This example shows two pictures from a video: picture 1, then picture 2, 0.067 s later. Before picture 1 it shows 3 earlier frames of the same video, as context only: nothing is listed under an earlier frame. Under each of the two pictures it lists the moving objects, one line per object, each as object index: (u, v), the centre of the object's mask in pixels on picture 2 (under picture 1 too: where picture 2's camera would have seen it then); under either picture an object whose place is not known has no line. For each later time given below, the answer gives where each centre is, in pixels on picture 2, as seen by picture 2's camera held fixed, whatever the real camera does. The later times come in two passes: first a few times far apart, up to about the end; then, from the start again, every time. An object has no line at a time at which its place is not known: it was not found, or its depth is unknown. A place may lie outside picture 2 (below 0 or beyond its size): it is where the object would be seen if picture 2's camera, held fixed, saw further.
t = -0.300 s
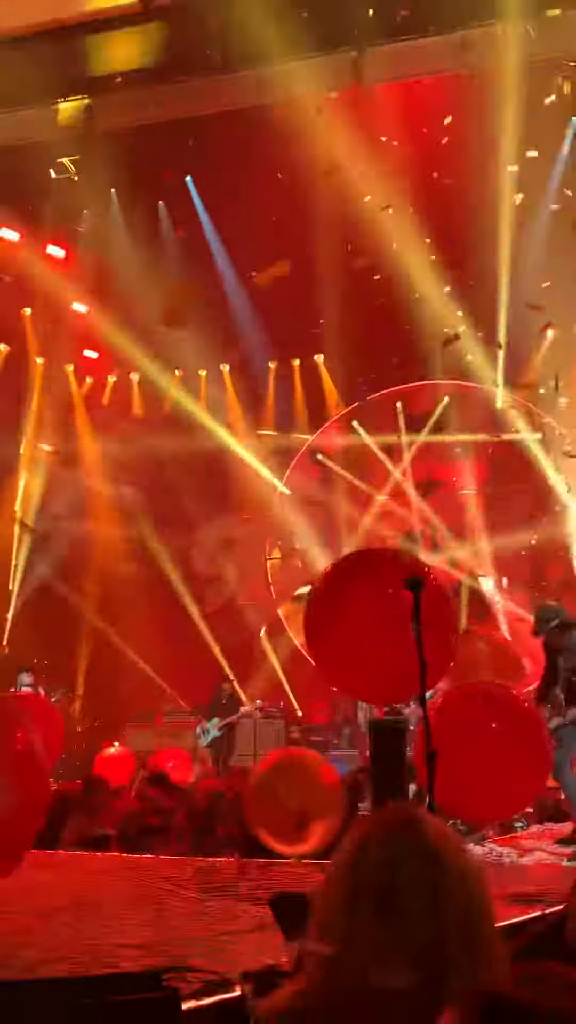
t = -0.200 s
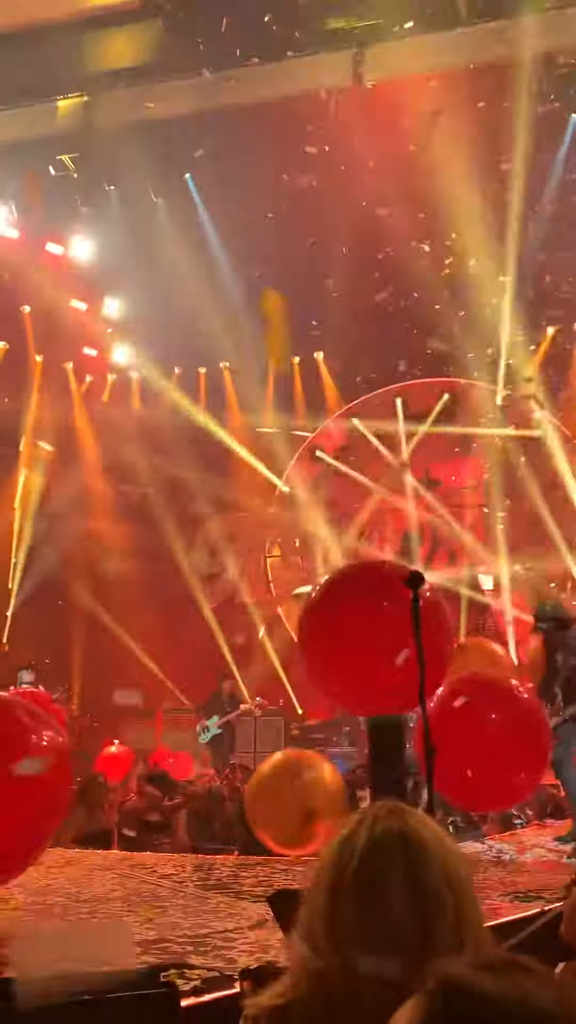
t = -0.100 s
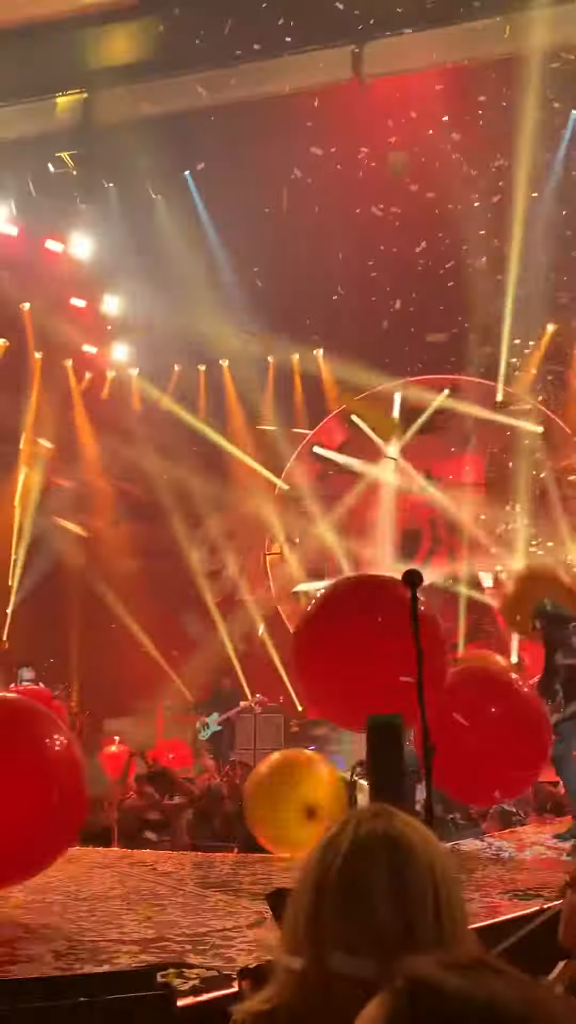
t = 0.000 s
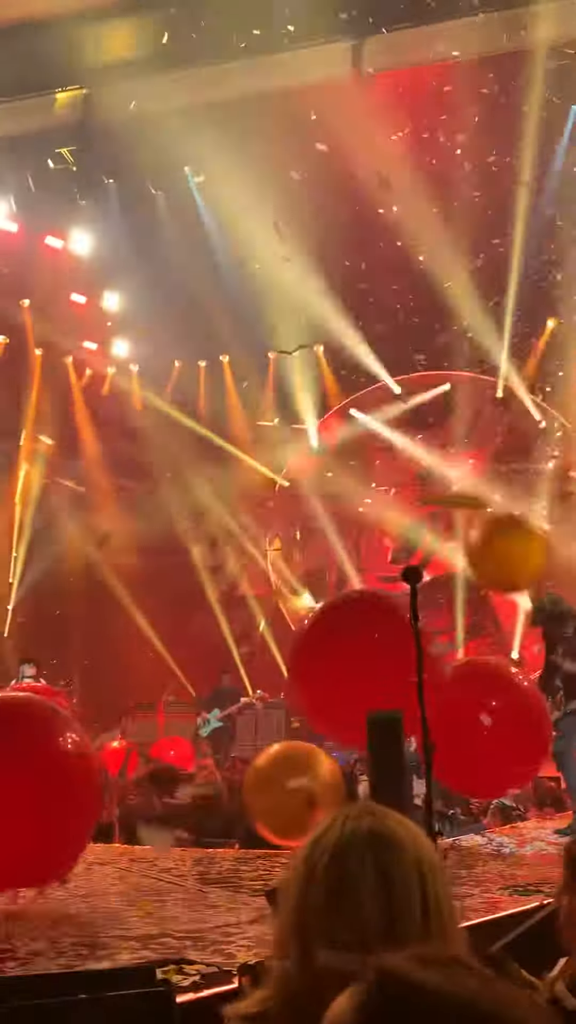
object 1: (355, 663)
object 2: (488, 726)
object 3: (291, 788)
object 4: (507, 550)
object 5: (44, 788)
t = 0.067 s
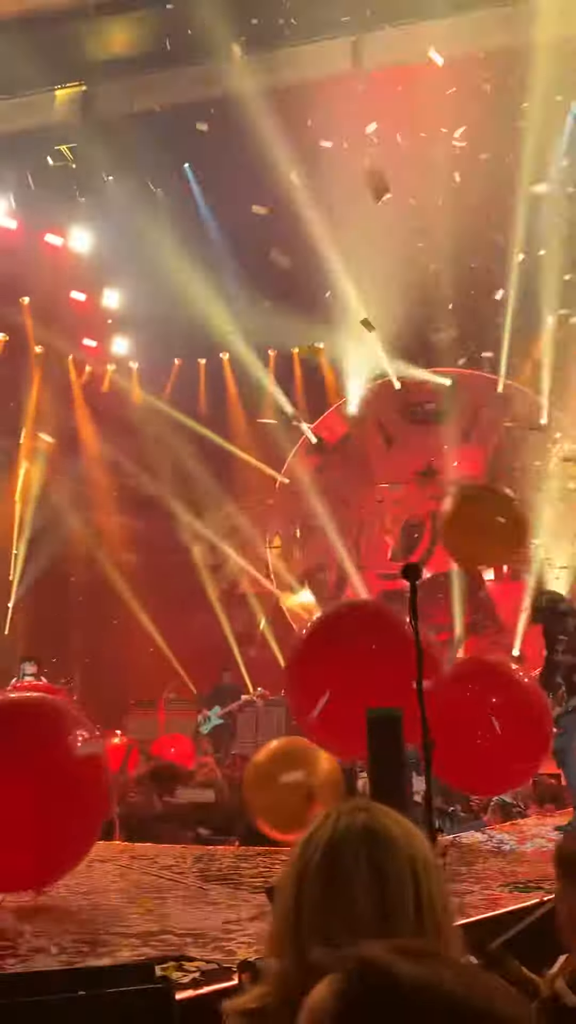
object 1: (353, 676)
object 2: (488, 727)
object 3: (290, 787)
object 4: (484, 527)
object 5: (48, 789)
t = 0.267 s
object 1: (346, 716)
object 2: (488, 731)
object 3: (270, 793)
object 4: (395, 478)
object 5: (61, 803)
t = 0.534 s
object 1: (318, 763)
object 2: (488, 750)
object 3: (259, 801)
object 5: (88, 790)
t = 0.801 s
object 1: (333, 733)
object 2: (484, 782)
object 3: (267, 809)
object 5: (127, 784)
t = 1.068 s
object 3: (281, 801)
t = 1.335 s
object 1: (335, 657)
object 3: (294, 799)
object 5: (196, 788)
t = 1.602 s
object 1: (335, 638)
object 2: (479, 727)
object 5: (225, 785)
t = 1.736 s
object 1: (335, 633)
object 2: (479, 727)
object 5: (239, 791)
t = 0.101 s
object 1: (353, 683)
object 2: (489, 727)
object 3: (287, 787)
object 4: (469, 516)
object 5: (50, 791)
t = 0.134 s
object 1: (351, 690)
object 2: (489, 728)
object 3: (285, 788)
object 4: (454, 505)
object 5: (52, 793)
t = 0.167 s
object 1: (349, 697)
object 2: (490, 729)
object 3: (282, 789)
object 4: (439, 496)
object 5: (54, 795)
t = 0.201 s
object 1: (348, 704)
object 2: (488, 729)
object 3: (277, 791)
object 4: (425, 490)
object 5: (57, 797)
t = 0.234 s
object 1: (347, 711)
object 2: (488, 730)
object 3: (273, 792)
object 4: (411, 483)
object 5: (59, 800)
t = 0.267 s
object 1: (346, 716)
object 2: (488, 731)
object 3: (270, 793)
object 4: (395, 478)
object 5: (61, 803)
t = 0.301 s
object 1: (344, 722)
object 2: (487, 732)
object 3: (269, 794)
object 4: (381, 472)
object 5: (64, 806)
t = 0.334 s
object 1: (343, 727)
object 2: (488, 734)
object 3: (266, 796)
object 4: (364, 469)
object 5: (67, 807)
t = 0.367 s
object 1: (341, 733)
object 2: (487, 735)
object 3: (265, 798)
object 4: (351, 464)
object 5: (69, 804)
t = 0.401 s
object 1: (338, 740)
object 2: (488, 737)
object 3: (263, 800)
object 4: (336, 461)
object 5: (72, 800)
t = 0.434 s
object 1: (324, 743)
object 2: (487, 740)
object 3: (262, 802)
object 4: (322, 460)
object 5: (75, 797)
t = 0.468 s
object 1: (321, 749)
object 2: (487, 743)
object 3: (261, 803)
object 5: (80, 794)
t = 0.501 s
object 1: (319, 756)
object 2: (487, 746)
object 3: (261, 804)
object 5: (84, 792)
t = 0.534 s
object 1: (318, 763)
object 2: (488, 750)
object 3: (259, 801)
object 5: (88, 790)
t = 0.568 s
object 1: (317, 766)
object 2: (487, 755)
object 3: (259, 800)
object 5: (93, 788)
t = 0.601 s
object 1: (317, 764)
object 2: (487, 759)
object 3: (259, 802)
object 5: (99, 787)
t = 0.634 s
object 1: (317, 760)
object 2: (487, 763)
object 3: (260, 804)
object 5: (103, 786)
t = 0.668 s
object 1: (319, 753)
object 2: (488, 767)
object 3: (261, 807)
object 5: (107, 785)
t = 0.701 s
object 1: (331, 748)
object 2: (486, 773)
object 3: (262, 809)
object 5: (112, 784)
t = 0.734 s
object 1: (333, 742)
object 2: (485, 779)
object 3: (265, 810)
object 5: (118, 784)
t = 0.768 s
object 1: (332, 738)
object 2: (484, 782)
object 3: (266, 810)
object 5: (121, 783)
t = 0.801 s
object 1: (333, 733)
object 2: (484, 782)
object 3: (267, 809)
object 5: (127, 784)
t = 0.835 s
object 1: (334, 726)
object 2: (488, 792)
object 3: (270, 808)
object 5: (131, 784)
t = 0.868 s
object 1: (328, 718)
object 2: (488, 793)
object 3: (272, 807)
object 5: (137, 783)
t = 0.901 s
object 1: (329, 713)
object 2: (489, 791)
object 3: (274, 806)
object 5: (142, 783)
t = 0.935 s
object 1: (330, 707)
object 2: (489, 786)
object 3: (276, 806)
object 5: (146, 783)
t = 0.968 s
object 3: (278, 805)
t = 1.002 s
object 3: (279, 804)
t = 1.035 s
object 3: (281, 802)
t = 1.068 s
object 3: (281, 801)
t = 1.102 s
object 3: (284, 799)
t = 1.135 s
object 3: (286, 798)
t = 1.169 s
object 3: (287, 796)
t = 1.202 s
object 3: (288, 796)
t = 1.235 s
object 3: (289, 796)
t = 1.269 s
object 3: (291, 797)
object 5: (189, 793)
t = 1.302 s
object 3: (292, 798)
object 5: (192, 790)
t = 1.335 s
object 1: (335, 657)
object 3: (294, 799)
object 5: (196, 788)
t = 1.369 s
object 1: (335, 655)
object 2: (481, 737)
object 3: (295, 799)
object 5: (199, 787)
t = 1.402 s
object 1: (336, 652)
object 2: (481, 735)
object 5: (201, 787)
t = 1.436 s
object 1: (339, 650)
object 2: (481, 733)
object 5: (205, 786)
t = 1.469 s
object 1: (339, 647)
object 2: (480, 731)
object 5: (208, 785)
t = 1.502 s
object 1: (336, 643)
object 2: (480, 729)
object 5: (215, 784)
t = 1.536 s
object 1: (336, 642)
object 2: (480, 729)
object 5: (218, 785)
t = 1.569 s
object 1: (335, 640)
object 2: (480, 729)
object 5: (221, 785)
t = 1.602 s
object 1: (335, 638)
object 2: (479, 727)
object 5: (225, 785)
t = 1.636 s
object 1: (336, 636)
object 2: (479, 727)
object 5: (228, 786)
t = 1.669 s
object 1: (336, 635)
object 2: (479, 727)
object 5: (232, 788)
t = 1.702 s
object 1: (335, 634)
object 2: (479, 727)
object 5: (235, 789)
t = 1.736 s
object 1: (335, 633)
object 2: (479, 727)
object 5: (239, 791)
